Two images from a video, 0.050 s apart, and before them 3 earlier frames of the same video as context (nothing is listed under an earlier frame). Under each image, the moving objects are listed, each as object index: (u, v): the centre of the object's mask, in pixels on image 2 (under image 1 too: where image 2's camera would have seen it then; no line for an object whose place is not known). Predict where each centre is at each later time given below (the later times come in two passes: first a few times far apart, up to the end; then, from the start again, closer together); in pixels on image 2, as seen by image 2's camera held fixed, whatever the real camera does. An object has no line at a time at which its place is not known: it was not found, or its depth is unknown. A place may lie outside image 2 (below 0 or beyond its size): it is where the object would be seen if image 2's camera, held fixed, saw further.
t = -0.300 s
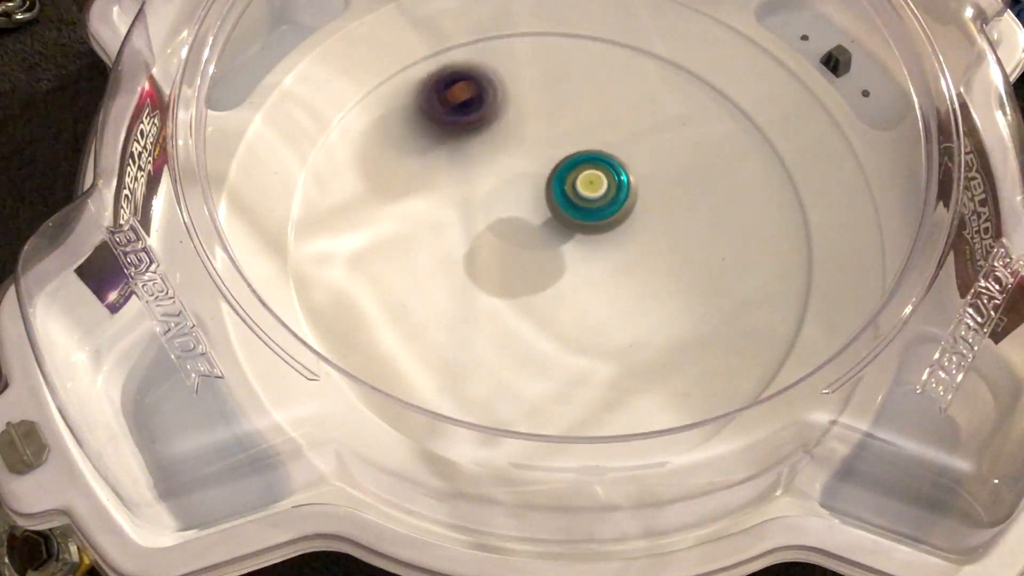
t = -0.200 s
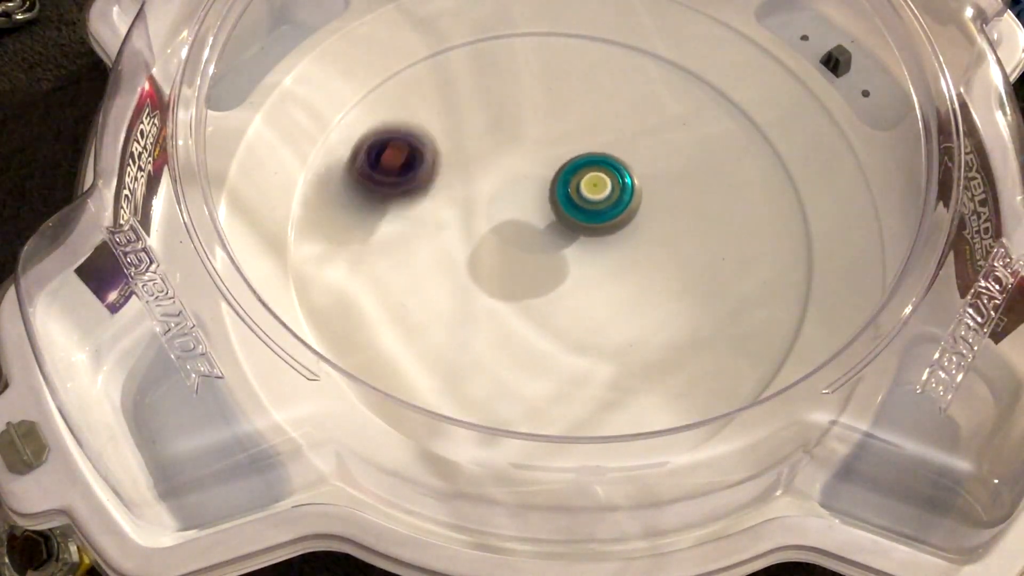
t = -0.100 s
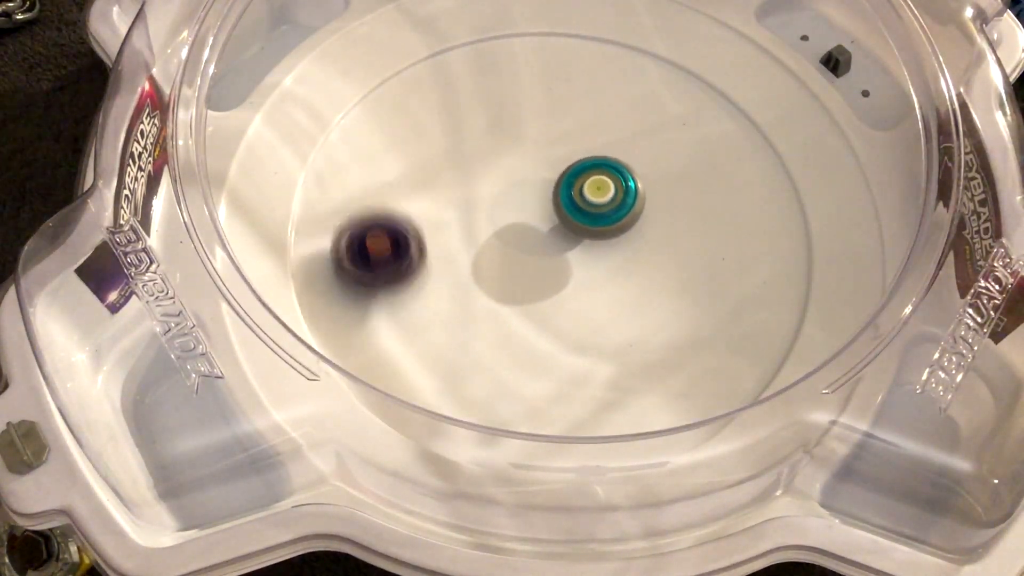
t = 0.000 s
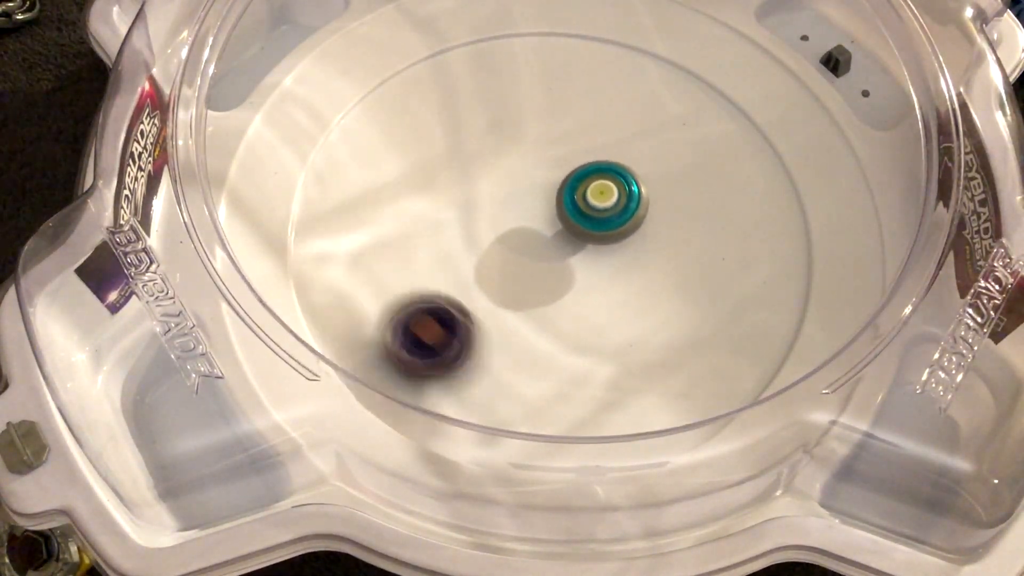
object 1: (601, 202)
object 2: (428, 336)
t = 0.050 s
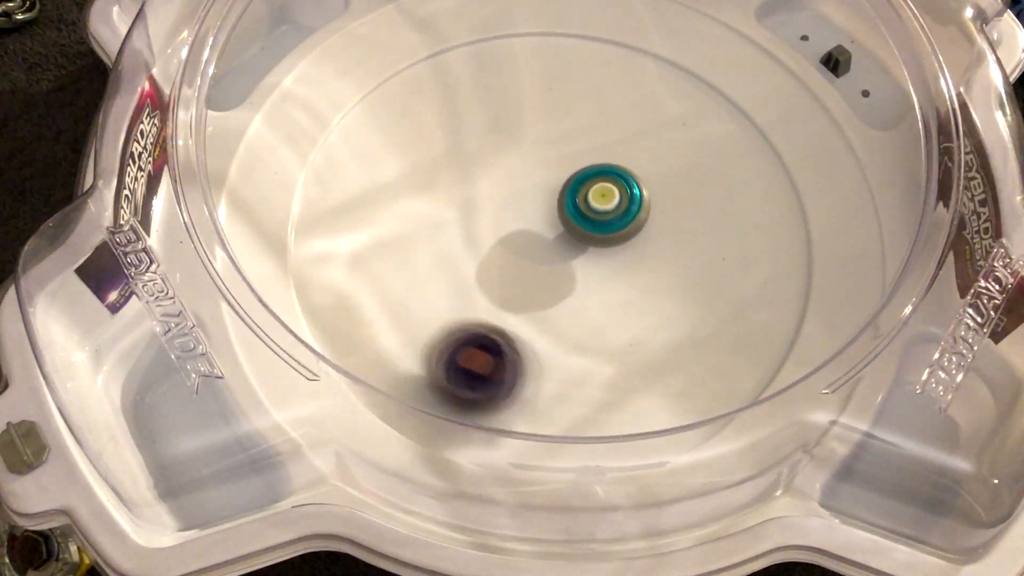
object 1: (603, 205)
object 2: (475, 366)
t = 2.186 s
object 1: (516, 246)
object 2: (464, 330)
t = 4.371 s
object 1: (599, 202)
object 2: (432, 305)
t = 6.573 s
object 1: (516, 240)
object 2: (425, 275)
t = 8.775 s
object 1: (602, 214)
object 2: (423, 218)
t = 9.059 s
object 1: (601, 230)
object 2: (577, 342)
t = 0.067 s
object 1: (604, 206)
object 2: (494, 373)
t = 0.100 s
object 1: (605, 208)
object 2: (533, 381)
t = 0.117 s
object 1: (605, 209)
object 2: (551, 382)
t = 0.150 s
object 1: (606, 210)
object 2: (590, 379)
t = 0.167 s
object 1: (606, 211)
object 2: (611, 374)
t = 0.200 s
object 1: (607, 214)
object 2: (642, 362)
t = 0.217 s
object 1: (608, 215)
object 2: (658, 355)
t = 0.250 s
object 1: (608, 217)
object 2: (686, 333)
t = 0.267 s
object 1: (608, 217)
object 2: (698, 318)
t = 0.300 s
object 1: (609, 219)
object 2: (715, 290)
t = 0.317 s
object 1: (609, 221)
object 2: (720, 276)
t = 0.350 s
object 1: (609, 222)
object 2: (727, 250)
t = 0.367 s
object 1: (609, 223)
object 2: (729, 234)
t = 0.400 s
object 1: (609, 225)
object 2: (725, 203)
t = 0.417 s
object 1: (609, 226)
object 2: (721, 188)
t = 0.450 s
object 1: (609, 228)
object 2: (709, 160)
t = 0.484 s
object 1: (609, 230)
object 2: (693, 140)
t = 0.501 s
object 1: (609, 231)
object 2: (683, 127)
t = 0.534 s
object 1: (608, 233)
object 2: (658, 107)
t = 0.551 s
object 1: (608, 235)
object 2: (647, 99)
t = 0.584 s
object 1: (608, 236)
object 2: (619, 86)
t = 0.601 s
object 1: (608, 237)
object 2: (605, 80)
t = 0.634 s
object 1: (607, 239)
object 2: (574, 74)
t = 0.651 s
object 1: (607, 240)
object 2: (558, 71)
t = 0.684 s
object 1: (606, 242)
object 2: (529, 71)
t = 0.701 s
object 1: (605, 243)
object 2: (513, 73)
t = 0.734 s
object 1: (604, 245)
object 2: (487, 79)
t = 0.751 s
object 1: (603, 246)
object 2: (472, 84)
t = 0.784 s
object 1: (602, 248)
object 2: (444, 98)
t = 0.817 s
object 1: (600, 249)
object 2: (420, 115)
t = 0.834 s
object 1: (600, 250)
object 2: (410, 126)
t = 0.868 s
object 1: (598, 252)
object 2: (392, 150)
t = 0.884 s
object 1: (597, 252)
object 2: (387, 161)
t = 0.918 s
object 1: (595, 254)
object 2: (379, 189)
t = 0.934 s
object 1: (595, 255)
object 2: (377, 203)
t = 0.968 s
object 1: (593, 256)
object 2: (378, 234)
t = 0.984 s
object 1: (592, 257)
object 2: (382, 250)
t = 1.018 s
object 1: (590, 258)
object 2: (393, 277)
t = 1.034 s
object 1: (589, 259)
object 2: (402, 292)
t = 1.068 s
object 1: (588, 260)
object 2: (427, 317)
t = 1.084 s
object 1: (587, 260)
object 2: (440, 328)
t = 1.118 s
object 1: (585, 261)
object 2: (474, 345)
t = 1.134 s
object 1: (584, 262)
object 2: (491, 352)
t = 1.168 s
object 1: (582, 262)
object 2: (523, 361)
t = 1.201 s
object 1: (580, 263)
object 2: (562, 363)
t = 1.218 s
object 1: (579, 263)
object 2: (580, 364)
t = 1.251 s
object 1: (577, 263)
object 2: (619, 355)
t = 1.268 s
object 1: (576, 264)
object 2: (632, 350)
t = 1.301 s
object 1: (573, 264)
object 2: (665, 333)
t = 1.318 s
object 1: (572, 264)
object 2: (679, 322)
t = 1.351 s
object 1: (570, 265)
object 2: (700, 301)
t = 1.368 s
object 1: (569, 265)
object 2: (708, 290)
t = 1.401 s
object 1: (566, 265)
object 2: (722, 261)
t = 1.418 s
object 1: (565, 265)
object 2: (726, 247)
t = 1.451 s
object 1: (562, 265)
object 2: (730, 221)
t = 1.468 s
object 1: (561, 265)
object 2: (730, 206)
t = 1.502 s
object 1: (559, 265)
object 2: (725, 178)
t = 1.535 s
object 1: (556, 265)
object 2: (715, 155)
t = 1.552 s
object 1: (555, 265)
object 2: (708, 144)
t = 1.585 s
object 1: (552, 265)
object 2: (689, 120)
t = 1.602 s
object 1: (551, 264)
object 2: (679, 108)
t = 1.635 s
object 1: (548, 264)
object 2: (660, 94)
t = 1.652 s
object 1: (547, 264)
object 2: (647, 87)
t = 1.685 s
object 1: (545, 263)
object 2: (617, 75)
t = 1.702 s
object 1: (544, 263)
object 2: (603, 71)
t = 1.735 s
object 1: (541, 262)
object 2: (576, 67)
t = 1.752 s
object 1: (540, 262)
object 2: (561, 67)
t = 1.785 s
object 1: (538, 261)
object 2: (530, 70)
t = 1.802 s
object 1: (537, 260)
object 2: (514, 72)
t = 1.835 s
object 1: (534, 259)
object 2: (489, 82)
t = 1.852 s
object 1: (533, 258)
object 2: (477, 87)
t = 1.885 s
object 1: (531, 257)
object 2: (450, 104)
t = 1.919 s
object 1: (529, 256)
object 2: (429, 124)
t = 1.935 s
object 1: (528, 255)
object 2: (422, 133)
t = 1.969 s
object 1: (525, 254)
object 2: (408, 157)
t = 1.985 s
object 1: (524, 253)
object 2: (403, 172)
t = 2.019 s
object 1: (522, 252)
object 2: (398, 199)
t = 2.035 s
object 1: (522, 251)
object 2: (397, 214)
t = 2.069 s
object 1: (520, 250)
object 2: (401, 241)
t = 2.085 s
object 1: (519, 250)
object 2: (405, 256)
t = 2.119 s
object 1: (518, 249)
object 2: (419, 284)
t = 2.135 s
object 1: (517, 248)
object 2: (428, 297)
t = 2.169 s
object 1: (516, 247)
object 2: (449, 320)
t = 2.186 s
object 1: (516, 246)
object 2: (464, 330)
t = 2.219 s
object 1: (515, 245)
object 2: (495, 348)
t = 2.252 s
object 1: (514, 243)
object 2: (529, 358)
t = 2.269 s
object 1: (513, 243)
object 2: (545, 361)
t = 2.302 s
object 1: (513, 241)
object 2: (579, 363)
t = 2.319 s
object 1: (512, 240)
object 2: (597, 362)
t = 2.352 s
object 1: (512, 239)
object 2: (630, 355)
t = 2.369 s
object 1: (512, 238)
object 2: (647, 350)
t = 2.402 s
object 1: (511, 236)
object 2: (672, 337)
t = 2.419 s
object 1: (511, 235)
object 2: (686, 327)
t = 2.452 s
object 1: (511, 233)
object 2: (708, 304)
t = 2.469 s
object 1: (511, 232)
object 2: (718, 293)
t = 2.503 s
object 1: (511, 229)
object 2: (728, 267)
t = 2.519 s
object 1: (511, 228)
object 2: (733, 253)
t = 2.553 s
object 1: (511, 226)
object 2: (736, 227)
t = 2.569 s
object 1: (511, 225)
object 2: (735, 214)
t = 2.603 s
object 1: (512, 223)
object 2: (729, 186)
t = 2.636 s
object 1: (512, 220)
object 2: (718, 163)
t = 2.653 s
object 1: (512, 219)
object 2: (711, 152)
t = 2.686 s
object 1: (513, 217)
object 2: (694, 131)
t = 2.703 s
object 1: (513, 216)
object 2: (682, 122)
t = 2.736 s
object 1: (514, 213)
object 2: (658, 107)
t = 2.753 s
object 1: (514, 212)
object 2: (646, 101)
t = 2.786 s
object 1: (515, 209)
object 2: (618, 92)
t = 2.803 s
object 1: (515, 208)
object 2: (603, 88)
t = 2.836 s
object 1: (516, 206)
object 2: (574, 86)
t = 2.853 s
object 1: (516, 205)
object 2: (560, 86)
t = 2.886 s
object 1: (517, 203)
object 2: (532, 89)
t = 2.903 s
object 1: (517, 202)
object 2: (518, 92)
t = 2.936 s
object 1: (518, 200)
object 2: (491, 101)
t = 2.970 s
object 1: (519, 198)
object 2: (467, 115)
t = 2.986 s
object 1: (519, 197)
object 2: (455, 123)
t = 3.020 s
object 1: (520, 196)
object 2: (434, 142)
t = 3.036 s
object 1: (521, 195)
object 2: (426, 151)
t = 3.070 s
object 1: (522, 194)
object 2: (412, 172)
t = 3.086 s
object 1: (523, 193)
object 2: (408, 185)
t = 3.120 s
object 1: (524, 192)
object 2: (401, 211)
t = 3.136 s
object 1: (524, 191)
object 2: (399, 224)
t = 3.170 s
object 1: (525, 190)
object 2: (403, 251)
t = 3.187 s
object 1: (526, 189)
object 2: (406, 265)
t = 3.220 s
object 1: (527, 188)
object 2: (416, 289)
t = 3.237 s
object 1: (528, 188)
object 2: (424, 301)
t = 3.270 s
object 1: (529, 187)
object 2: (444, 325)
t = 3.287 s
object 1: (530, 187)
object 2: (457, 335)
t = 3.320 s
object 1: (532, 186)
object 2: (485, 351)
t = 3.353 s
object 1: (533, 185)
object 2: (513, 362)
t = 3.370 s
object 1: (534, 185)
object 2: (530, 366)
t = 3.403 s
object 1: (536, 185)
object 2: (563, 368)
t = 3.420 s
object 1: (537, 184)
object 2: (579, 368)
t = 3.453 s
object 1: (539, 184)
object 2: (610, 362)
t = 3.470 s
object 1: (540, 184)
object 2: (626, 358)
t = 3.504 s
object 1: (543, 184)
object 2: (654, 344)
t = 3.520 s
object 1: (544, 184)
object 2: (667, 336)
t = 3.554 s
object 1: (546, 184)
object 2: (688, 315)
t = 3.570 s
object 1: (548, 184)
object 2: (697, 302)
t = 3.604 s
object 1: (550, 184)
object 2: (710, 278)
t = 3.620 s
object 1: (551, 184)
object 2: (713, 265)
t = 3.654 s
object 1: (554, 185)
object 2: (716, 239)
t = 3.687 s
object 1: (557, 185)
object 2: (715, 212)
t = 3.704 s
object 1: (558, 186)
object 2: (711, 200)
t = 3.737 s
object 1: (561, 186)
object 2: (700, 174)
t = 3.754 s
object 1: (562, 187)
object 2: (694, 164)
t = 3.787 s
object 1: (565, 187)
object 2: (676, 142)
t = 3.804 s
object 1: (567, 188)
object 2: (666, 132)
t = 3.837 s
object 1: (569, 188)
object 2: (646, 117)
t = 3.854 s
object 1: (570, 188)
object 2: (633, 110)
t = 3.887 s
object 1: (573, 189)
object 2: (607, 99)
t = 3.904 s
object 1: (575, 190)
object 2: (593, 94)
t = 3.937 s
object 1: (578, 190)
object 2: (567, 90)
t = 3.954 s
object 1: (579, 191)
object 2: (553, 89)
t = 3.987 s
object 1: (582, 192)
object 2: (527, 89)
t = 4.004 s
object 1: (583, 192)
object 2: (512, 91)
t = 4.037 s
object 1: (586, 193)
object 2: (489, 97)
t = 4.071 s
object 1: (588, 194)
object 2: (463, 108)
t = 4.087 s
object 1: (589, 194)
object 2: (452, 114)
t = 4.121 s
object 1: (590, 195)
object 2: (432, 131)
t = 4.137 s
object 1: (591, 195)
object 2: (422, 140)
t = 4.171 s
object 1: (592, 195)
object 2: (407, 159)
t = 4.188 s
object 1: (593, 196)
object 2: (402, 171)
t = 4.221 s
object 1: (594, 197)
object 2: (395, 195)
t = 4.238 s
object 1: (595, 197)
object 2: (392, 209)
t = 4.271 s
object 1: (596, 198)
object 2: (392, 233)
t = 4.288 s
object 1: (596, 199)
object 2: (396, 248)
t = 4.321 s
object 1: (598, 200)
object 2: (406, 273)
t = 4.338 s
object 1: (598, 201)
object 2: (414, 285)
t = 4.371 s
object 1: (599, 202)
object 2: (432, 305)
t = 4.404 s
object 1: (600, 204)
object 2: (457, 326)
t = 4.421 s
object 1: (600, 205)
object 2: (468, 334)
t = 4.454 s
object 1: (601, 206)
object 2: (498, 345)
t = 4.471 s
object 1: (602, 207)
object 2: (515, 350)
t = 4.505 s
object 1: (602, 209)
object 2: (544, 354)
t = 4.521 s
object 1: (603, 210)
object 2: (561, 355)
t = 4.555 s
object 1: (603, 212)
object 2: (590, 350)
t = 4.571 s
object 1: (604, 213)
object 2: (608, 345)
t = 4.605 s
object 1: (604, 215)
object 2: (638, 335)
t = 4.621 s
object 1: (605, 216)
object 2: (650, 328)
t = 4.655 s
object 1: (605, 218)
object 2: (670, 310)
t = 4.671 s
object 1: (605, 219)
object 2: (681, 300)
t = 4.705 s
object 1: (605, 221)
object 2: (697, 276)
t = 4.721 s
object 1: (605, 222)
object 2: (702, 266)
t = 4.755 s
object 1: (606, 223)
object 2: (709, 241)
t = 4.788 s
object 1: (605, 225)
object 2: (711, 215)
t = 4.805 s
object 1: (605, 226)
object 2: (709, 203)
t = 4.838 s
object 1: (605, 228)
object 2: (704, 180)
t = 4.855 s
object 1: (605, 229)
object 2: (699, 167)
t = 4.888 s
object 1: (604, 231)
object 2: (688, 147)
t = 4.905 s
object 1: (604, 232)
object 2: (680, 138)
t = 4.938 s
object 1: (604, 234)
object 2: (661, 119)
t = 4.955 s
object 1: (603, 235)
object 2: (652, 111)
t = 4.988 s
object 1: (602, 237)
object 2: (628, 98)
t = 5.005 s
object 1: (602, 238)
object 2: (616, 93)
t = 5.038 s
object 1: (601, 240)
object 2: (593, 85)
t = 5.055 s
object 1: (600, 241)
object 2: (579, 83)
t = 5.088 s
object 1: (599, 242)
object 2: (554, 82)
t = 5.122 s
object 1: (597, 244)
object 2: (527, 85)
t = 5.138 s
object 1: (597, 245)
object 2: (514, 87)
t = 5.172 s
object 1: (595, 247)
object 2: (492, 95)
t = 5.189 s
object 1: (594, 248)
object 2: (479, 101)
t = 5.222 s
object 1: (592, 250)
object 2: (459, 114)
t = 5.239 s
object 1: (592, 251)
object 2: (449, 123)
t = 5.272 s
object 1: (590, 252)
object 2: (432, 141)
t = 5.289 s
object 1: (589, 253)
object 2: (426, 152)
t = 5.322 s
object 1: (587, 255)
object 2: (416, 174)
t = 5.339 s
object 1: (587, 255)
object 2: (413, 185)
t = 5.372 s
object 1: (585, 257)
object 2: (411, 209)
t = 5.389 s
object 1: (584, 257)
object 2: (411, 223)
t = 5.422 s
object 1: (583, 258)
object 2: (416, 250)
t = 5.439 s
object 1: (582, 259)
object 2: (422, 260)
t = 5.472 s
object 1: (580, 260)
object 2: (435, 284)
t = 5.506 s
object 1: (578, 260)
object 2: (455, 306)
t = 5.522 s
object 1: (578, 261)
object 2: (466, 315)
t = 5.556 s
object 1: (576, 262)
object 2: (492, 330)
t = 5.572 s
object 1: (575, 262)
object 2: (504, 335)
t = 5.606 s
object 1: (573, 262)
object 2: (534, 345)
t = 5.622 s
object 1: (572, 263)
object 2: (549, 347)
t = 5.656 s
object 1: (570, 263)
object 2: (579, 350)
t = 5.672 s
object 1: (568, 263)
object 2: (595, 349)
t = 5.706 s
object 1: (566, 263)
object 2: (622, 342)
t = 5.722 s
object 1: (565, 263)
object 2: (635, 338)
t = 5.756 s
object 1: (563, 264)
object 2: (663, 323)
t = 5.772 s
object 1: (562, 264)
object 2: (674, 315)
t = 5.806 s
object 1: (560, 264)
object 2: (692, 299)
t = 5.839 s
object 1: (558, 263)
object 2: (705, 277)
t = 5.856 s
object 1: (556, 263)
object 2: (710, 266)
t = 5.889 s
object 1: (554, 263)
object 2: (716, 241)
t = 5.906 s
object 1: (553, 263)
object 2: (716, 231)
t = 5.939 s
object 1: (551, 262)
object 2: (715, 207)
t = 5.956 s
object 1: (549, 262)
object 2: (711, 195)
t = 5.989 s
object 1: (547, 261)
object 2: (703, 175)
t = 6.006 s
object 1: (545, 261)
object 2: (696, 162)
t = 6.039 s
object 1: (543, 260)
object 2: (681, 145)
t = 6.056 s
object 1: (542, 259)
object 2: (672, 136)
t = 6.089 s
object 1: (539, 258)
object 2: (650, 120)
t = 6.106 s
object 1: (538, 258)
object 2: (640, 114)
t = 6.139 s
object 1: (536, 256)
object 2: (616, 105)
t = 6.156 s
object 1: (535, 256)
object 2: (603, 101)
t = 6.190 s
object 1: (532, 255)
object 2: (578, 98)
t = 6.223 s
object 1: (530, 253)
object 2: (552, 98)
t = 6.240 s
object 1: (529, 253)
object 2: (540, 99)
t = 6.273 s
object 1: (527, 252)
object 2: (514, 104)
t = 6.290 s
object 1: (526, 251)
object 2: (503, 109)
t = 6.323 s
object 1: (524, 250)
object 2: (480, 120)
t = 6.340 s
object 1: (523, 249)
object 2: (471, 125)
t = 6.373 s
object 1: (522, 248)
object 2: (451, 142)
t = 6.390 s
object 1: (521, 247)
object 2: (443, 150)
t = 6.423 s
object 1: (520, 246)
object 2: (430, 170)
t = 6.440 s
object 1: (519, 245)
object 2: (424, 180)
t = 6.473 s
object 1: (518, 244)
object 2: (416, 203)
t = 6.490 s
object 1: (517, 243)
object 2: (415, 214)
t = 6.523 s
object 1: (516, 242)
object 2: (414, 240)
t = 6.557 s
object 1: (516, 241)
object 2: (419, 263)
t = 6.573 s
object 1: (516, 240)
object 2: (425, 275)
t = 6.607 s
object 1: (515, 238)
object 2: (439, 298)
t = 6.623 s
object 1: (515, 238)
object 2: (448, 308)
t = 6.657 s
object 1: (515, 236)
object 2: (468, 327)
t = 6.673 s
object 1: (514, 235)
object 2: (480, 334)
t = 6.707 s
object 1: (514, 233)
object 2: (506, 344)
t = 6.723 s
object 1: (514, 232)
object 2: (519, 350)
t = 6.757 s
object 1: (514, 230)
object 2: (549, 354)
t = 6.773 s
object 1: (514, 229)
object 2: (562, 355)
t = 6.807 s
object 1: (514, 227)
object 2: (593, 353)
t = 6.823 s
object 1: (515, 226)
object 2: (607, 349)
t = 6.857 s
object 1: (515, 223)
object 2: (632, 339)
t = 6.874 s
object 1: (515, 222)
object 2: (645, 333)
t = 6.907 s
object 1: (515, 220)
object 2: (666, 316)
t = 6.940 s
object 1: (516, 218)
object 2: (683, 299)
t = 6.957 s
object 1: (516, 216)
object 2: (689, 287)
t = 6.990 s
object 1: (517, 214)
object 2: (699, 265)
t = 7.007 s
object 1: (517, 213)
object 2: (701, 253)
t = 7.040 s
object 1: (518, 211)
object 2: (702, 230)
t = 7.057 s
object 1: (518, 210)
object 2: (702, 218)
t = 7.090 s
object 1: (519, 208)
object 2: (695, 195)
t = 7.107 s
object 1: (519, 207)
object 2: (692, 185)
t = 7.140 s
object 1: (520, 205)
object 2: (680, 163)
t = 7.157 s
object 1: (520, 204)
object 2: (672, 155)
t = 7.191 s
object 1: (521, 202)
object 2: (654, 137)
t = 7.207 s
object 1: (522, 201)
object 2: (645, 130)
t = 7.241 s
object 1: (522, 199)
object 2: (624, 117)
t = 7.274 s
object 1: (523, 198)
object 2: (601, 108)
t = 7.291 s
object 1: (524, 197)
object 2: (589, 104)
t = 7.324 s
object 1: (525, 196)
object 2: (564, 100)
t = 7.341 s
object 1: (525, 195)
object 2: (553, 99)
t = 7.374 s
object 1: (527, 194)
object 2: (528, 100)
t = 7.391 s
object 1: (527, 193)
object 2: (516, 102)
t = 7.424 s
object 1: (528, 192)
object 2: (492, 107)
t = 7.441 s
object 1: (529, 192)
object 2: (482, 112)
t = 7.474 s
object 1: (530, 191)
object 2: (459, 124)
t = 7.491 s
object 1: (531, 190)
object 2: (450, 131)
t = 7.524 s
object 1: (532, 189)
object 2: (434, 147)
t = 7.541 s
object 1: (533, 189)
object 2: (426, 157)
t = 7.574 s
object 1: (535, 188)
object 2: (415, 175)
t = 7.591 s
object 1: (535, 188)
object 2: (411, 186)
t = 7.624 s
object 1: (537, 188)
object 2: (408, 208)
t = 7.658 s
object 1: (540, 187)
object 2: (408, 234)
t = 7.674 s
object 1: (541, 187)
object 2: (411, 245)
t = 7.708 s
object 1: (543, 187)
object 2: (420, 267)
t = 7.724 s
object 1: (544, 187)
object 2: (427, 279)
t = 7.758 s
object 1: (546, 187)
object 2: (444, 298)
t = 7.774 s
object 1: (548, 187)
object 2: (452, 308)
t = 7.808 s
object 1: (550, 188)
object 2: (478, 323)
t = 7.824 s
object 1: (551, 188)
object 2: (489, 329)
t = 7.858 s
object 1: (554, 188)
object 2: (518, 339)
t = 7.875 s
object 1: (555, 188)
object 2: (531, 341)
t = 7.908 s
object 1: (558, 188)
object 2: (560, 343)
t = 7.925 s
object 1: (560, 189)
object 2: (575, 343)
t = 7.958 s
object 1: (562, 189)
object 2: (601, 337)
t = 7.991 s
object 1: (565, 190)
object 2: (628, 327)
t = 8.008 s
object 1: (567, 190)
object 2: (640, 321)
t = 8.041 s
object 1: (570, 191)
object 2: (662, 306)
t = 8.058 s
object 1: (571, 191)
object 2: (670, 296)
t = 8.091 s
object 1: (574, 192)
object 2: (685, 278)
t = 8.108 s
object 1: (575, 192)
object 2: (691, 267)
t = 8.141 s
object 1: (577, 193)
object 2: (699, 246)
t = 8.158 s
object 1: (579, 193)
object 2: (700, 234)
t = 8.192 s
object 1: (581, 194)
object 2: (701, 213)
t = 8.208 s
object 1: (582, 194)
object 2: (699, 201)
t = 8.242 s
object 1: (584, 195)
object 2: (693, 181)
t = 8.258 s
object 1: (585, 195)
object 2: (688, 169)
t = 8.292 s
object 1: (587, 196)
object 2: (676, 151)
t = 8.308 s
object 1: (588, 196)
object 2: (668, 142)
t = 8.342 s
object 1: (590, 197)
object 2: (651, 126)
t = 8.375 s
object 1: (591, 198)
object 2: (630, 113)
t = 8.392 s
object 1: (592, 198)
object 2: (621, 108)
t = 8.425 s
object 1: (593, 199)
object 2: (598, 100)
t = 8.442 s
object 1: (594, 200)
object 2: (585, 98)
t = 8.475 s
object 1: (595, 201)
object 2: (563, 95)
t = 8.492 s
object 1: (596, 201)
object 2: (550, 95)
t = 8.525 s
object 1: (597, 203)
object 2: (527, 99)
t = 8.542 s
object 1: (597, 203)
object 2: (514, 101)
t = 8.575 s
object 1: (598, 204)
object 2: (494, 110)
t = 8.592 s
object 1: (599, 205)
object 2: (483, 115)
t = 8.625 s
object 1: (600, 206)
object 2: (464, 129)
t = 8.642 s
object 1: (600, 207)
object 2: (455, 137)
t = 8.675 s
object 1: (601, 209)
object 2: (441, 155)
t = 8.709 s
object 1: (601, 210)
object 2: (430, 175)
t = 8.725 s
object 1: (602, 211)
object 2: (427, 185)
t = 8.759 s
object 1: (602, 213)
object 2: (423, 207)
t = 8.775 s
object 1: (602, 214)
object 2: (423, 218)
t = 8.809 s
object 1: (603, 216)
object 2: (425, 242)
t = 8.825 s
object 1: (603, 216)
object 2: (430, 253)
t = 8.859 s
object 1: (603, 218)
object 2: (440, 274)
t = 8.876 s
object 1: (603, 219)
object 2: (447, 284)
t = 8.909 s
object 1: (603, 221)
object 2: (464, 302)
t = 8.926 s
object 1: (603, 222)
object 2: (474, 311)
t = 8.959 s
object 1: (603, 224)
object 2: (497, 324)
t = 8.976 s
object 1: (603, 225)
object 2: (508, 330)
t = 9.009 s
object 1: (602, 227)
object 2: (535, 338)
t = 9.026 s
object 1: (602, 228)
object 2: (548, 340)
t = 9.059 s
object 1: (601, 230)
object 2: (577, 342)
